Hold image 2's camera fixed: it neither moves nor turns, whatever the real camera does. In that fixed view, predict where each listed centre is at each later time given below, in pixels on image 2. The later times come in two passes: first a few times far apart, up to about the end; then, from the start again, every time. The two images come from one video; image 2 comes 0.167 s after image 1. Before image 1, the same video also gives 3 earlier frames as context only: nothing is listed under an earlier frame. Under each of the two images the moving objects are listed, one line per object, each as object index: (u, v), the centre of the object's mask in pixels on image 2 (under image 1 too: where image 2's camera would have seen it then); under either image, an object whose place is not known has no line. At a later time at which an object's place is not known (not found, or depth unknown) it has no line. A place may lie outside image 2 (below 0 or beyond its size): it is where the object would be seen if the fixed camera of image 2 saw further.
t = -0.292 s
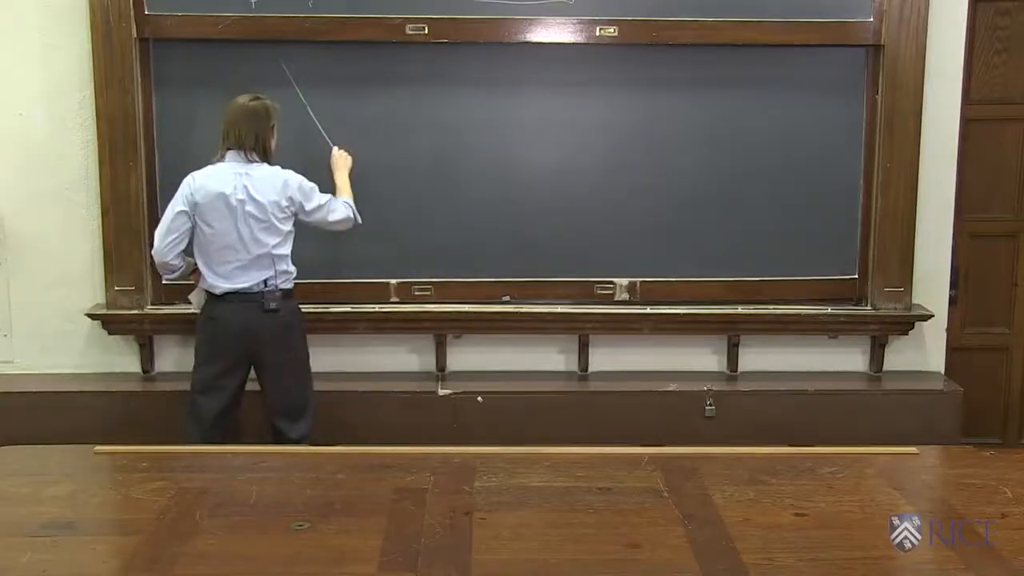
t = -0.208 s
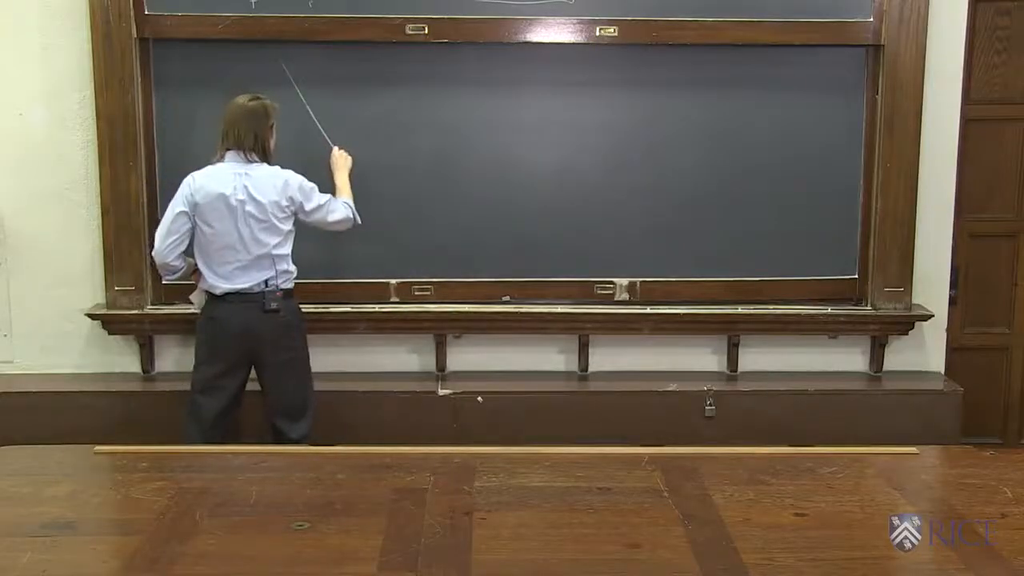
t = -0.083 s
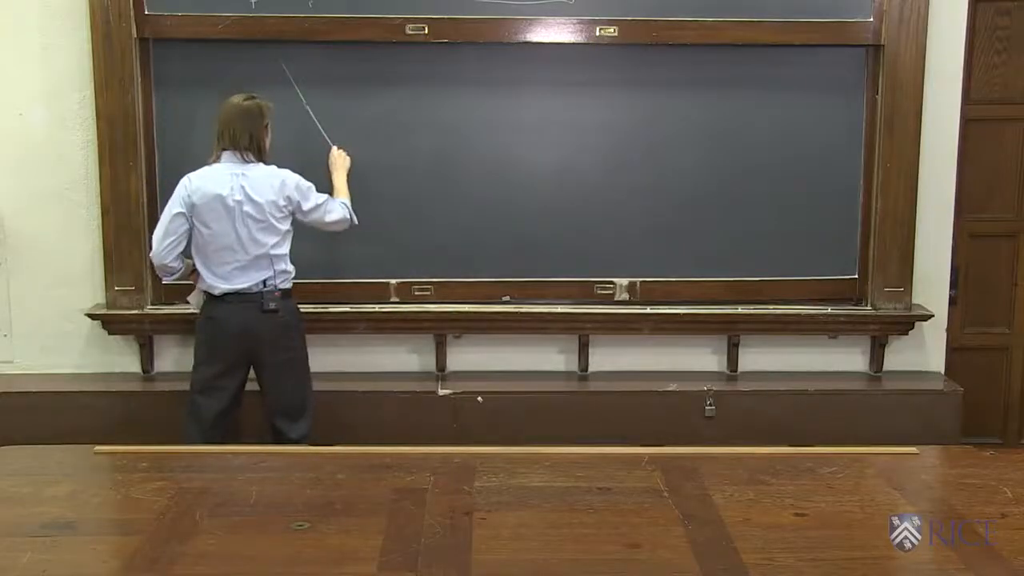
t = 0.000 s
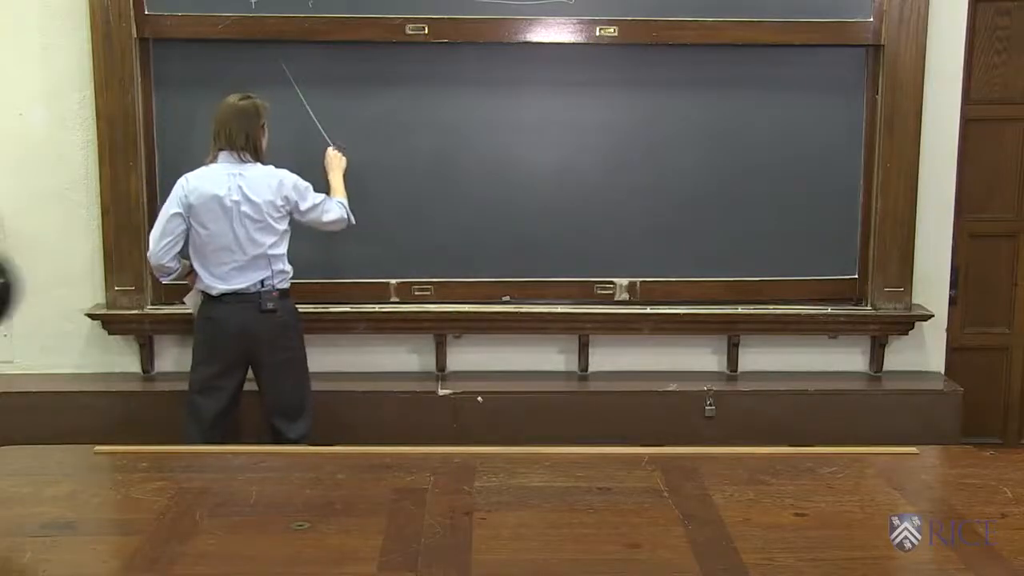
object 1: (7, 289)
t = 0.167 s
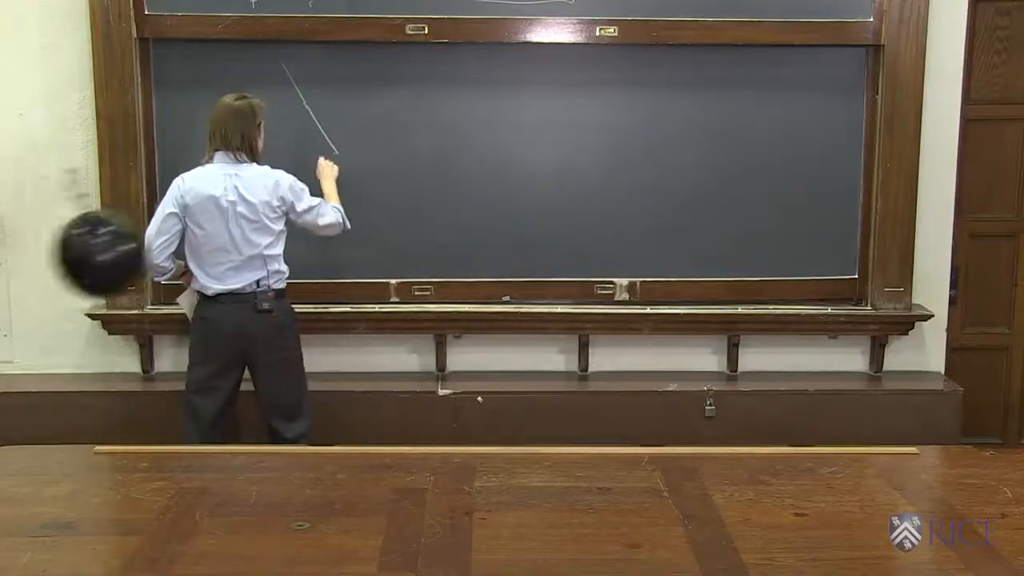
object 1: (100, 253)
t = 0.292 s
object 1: (180, 230)
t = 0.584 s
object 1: (283, 196)
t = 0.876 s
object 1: (279, 198)
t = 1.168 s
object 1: (164, 237)
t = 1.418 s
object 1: (11, 288)
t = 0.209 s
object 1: (127, 246)
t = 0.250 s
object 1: (156, 237)
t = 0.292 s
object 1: (180, 230)
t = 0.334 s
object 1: (200, 223)
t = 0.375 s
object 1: (219, 217)
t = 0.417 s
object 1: (236, 212)
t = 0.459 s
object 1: (252, 207)
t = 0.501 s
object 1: (264, 203)
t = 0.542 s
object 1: (275, 199)
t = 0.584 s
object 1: (283, 196)
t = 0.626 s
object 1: (290, 194)
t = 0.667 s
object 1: (294, 193)
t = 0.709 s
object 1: (295, 192)
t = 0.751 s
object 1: (295, 192)
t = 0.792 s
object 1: (292, 194)
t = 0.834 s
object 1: (287, 195)
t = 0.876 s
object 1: (279, 198)
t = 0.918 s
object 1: (270, 202)
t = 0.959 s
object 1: (258, 205)
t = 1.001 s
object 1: (244, 210)
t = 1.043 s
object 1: (227, 215)
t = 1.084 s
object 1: (210, 221)
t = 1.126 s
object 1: (188, 229)
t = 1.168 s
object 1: (164, 237)
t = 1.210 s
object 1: (139, 243)
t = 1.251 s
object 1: (111, 251)
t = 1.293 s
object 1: (82, 260)
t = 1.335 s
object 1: (50, 269)
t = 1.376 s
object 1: (27, 279)
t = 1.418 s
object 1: (11, 288)
